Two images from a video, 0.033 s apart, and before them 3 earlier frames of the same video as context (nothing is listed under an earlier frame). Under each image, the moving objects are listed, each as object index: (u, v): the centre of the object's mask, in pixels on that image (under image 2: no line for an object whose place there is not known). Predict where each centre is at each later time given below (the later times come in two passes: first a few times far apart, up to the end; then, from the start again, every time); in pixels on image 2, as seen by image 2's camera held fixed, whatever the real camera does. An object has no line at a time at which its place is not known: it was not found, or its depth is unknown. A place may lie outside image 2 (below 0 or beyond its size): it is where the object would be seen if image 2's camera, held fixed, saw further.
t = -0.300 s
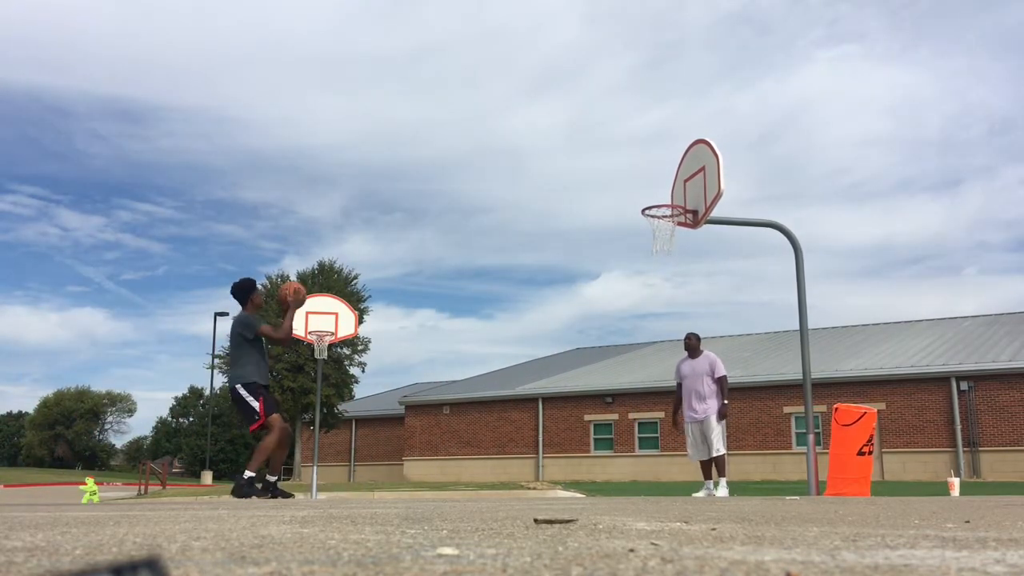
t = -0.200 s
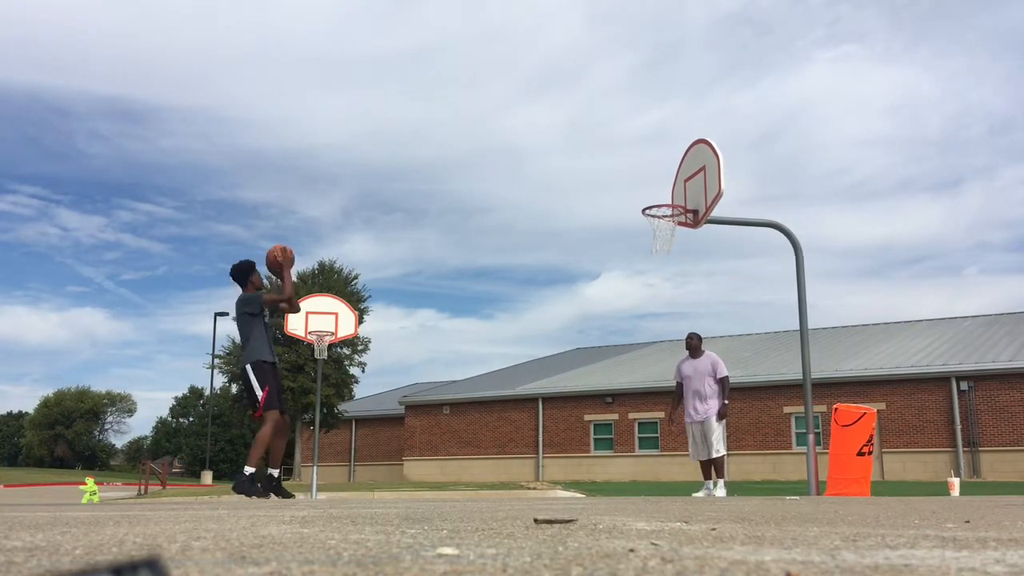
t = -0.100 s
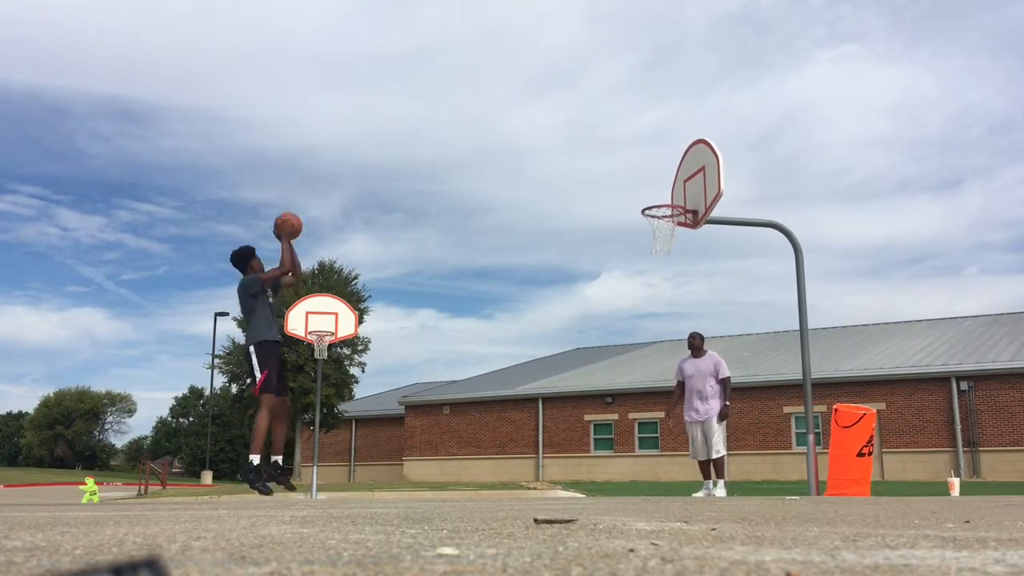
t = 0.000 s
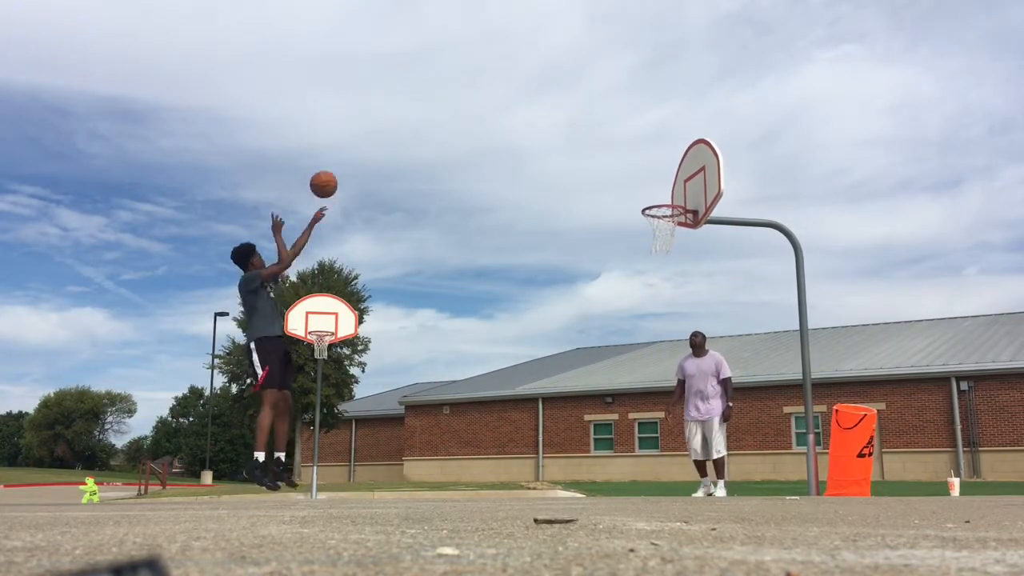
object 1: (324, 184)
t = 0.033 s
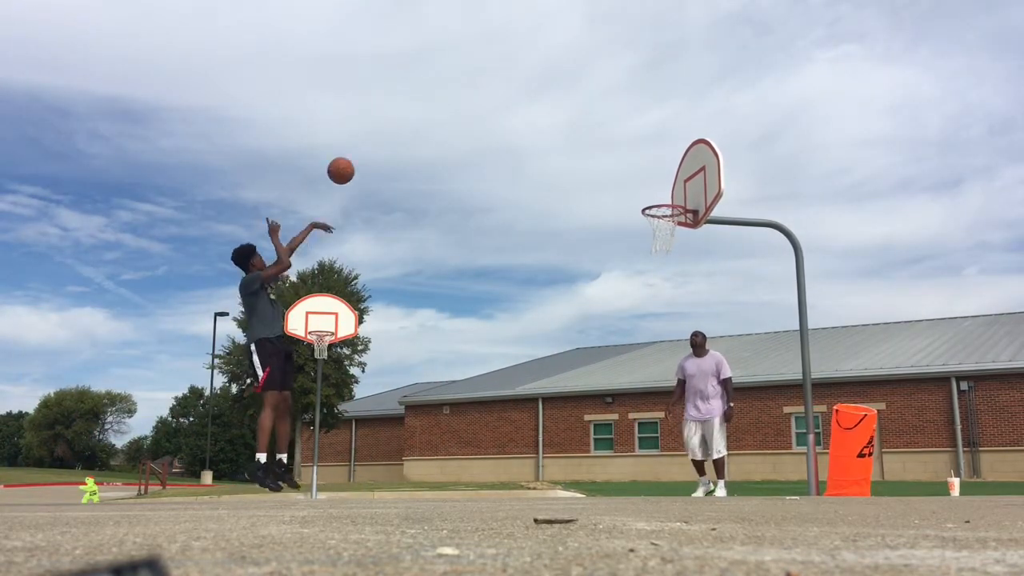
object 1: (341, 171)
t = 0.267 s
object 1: (448, 114)
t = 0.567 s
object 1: (560, 120)
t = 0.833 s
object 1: (646, 187)
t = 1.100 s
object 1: (661, 236)
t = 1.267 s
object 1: (650, 273)
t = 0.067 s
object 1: (357, 158)
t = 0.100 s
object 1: (373, 147)
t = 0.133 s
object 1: (389, 138)
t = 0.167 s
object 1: (404, 130)
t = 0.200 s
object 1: (419, 124)
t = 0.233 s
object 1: (434, 118)
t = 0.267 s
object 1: (448, 114)
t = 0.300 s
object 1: (461, 110)
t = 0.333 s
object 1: (475, 108)
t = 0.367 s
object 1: (488, 107)
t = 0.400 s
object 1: (500, 107)
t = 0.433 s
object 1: (513, 108)
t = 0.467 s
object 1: (525, 110)
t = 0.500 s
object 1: (537, 112)
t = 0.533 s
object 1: (549, 116)
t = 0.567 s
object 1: (560, 120)
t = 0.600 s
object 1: (572, 126)
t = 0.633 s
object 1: (583, 132)
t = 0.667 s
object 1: (594, 139)
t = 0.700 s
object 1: (605, 147)
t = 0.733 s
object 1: (615, 156)
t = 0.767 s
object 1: (626, 165)
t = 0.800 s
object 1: (636, 176)
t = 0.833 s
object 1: (646, 187)
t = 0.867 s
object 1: (656, 198)
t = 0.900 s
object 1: (667, 212)
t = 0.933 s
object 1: (670, 218)
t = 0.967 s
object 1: (668, 224)
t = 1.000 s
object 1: (666, 226)
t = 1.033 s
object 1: (664, 228)
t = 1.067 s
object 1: (663, 231)
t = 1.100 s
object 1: (661, 236)
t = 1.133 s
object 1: (658, 241)
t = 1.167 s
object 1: (656, 248)
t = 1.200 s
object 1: (654, 255)
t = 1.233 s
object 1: (652, 264)
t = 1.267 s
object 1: (650, 273)
